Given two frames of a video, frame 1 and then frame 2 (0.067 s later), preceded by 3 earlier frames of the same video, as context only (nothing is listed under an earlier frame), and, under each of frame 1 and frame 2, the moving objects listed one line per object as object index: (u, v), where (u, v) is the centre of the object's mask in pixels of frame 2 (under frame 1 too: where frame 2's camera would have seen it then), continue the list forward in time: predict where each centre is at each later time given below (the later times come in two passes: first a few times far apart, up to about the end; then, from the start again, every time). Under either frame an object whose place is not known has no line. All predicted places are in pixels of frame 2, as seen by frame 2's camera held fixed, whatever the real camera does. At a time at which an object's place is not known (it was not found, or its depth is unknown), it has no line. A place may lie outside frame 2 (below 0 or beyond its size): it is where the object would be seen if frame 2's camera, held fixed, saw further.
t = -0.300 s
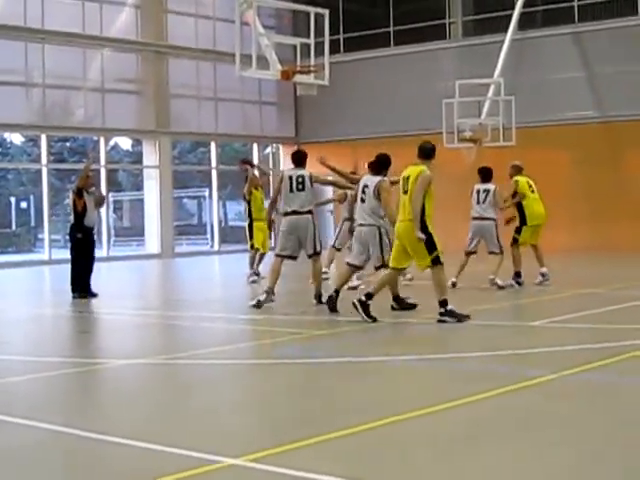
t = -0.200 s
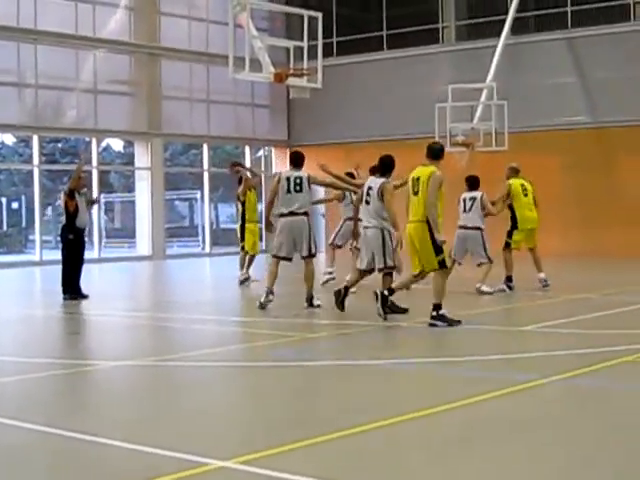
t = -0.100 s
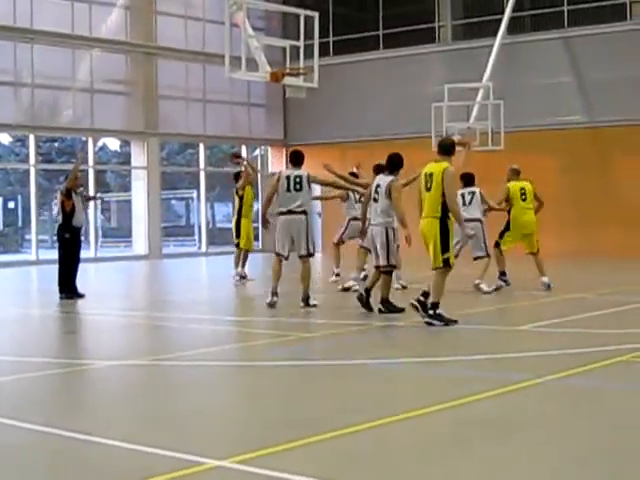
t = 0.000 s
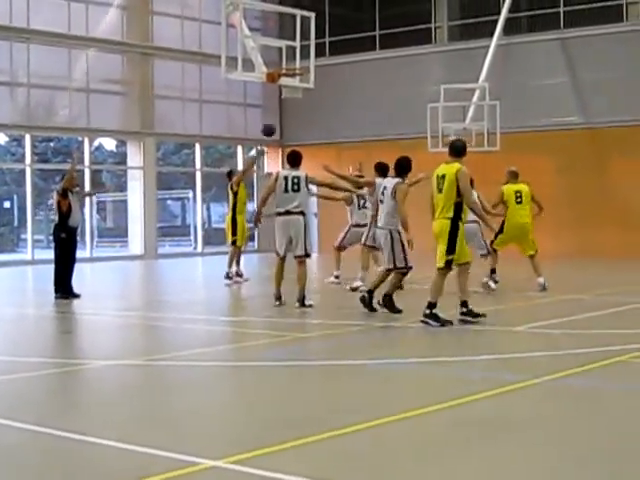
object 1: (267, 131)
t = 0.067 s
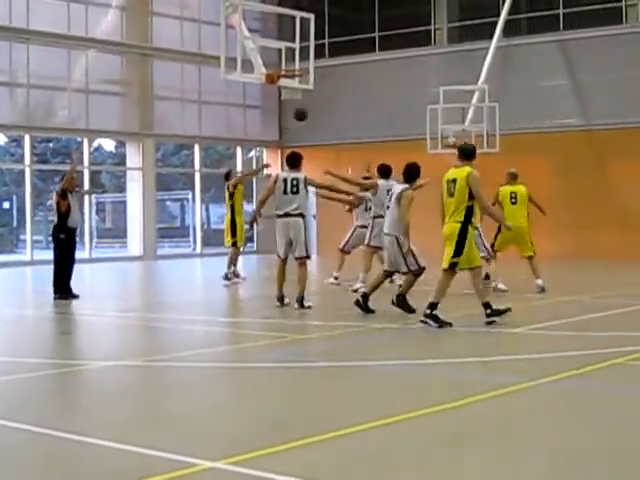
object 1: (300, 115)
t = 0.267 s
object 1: (398, 81)
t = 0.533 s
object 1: (529, 78)
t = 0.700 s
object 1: (610, 99)
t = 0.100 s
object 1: (316, 107)
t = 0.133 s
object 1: (333, 101)
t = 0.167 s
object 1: (349, 95)
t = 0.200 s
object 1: (366, 89)
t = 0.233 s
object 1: (382, 85)
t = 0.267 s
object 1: (398, 81)
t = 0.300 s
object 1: (414, 78)
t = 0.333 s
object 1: (431, 76)
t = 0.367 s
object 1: (447, 74)
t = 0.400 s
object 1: (463, 74)
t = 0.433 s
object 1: (480, 74)
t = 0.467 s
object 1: (496, 75)
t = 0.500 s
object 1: (513, 76)
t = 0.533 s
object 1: (529, 78)
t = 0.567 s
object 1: (545, 81)
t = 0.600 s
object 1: (562, 84)
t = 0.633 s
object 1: (578, 88)
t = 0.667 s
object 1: (594, 94)
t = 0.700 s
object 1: (610, 99)
